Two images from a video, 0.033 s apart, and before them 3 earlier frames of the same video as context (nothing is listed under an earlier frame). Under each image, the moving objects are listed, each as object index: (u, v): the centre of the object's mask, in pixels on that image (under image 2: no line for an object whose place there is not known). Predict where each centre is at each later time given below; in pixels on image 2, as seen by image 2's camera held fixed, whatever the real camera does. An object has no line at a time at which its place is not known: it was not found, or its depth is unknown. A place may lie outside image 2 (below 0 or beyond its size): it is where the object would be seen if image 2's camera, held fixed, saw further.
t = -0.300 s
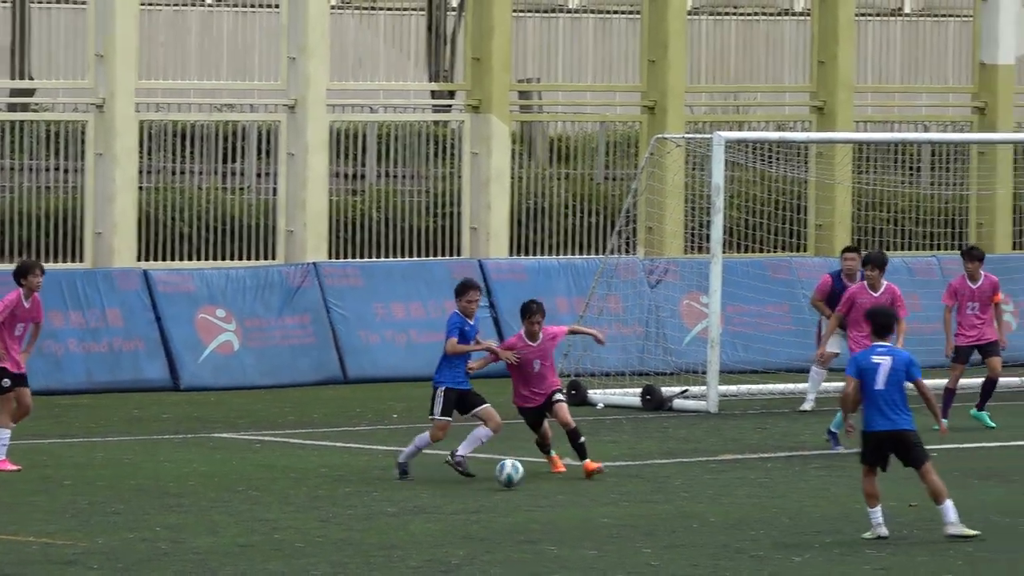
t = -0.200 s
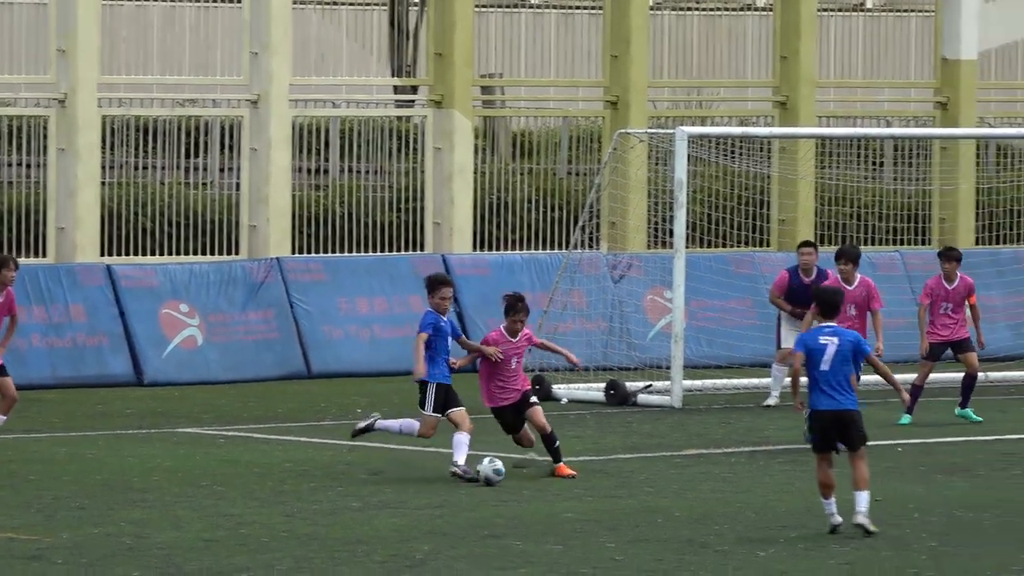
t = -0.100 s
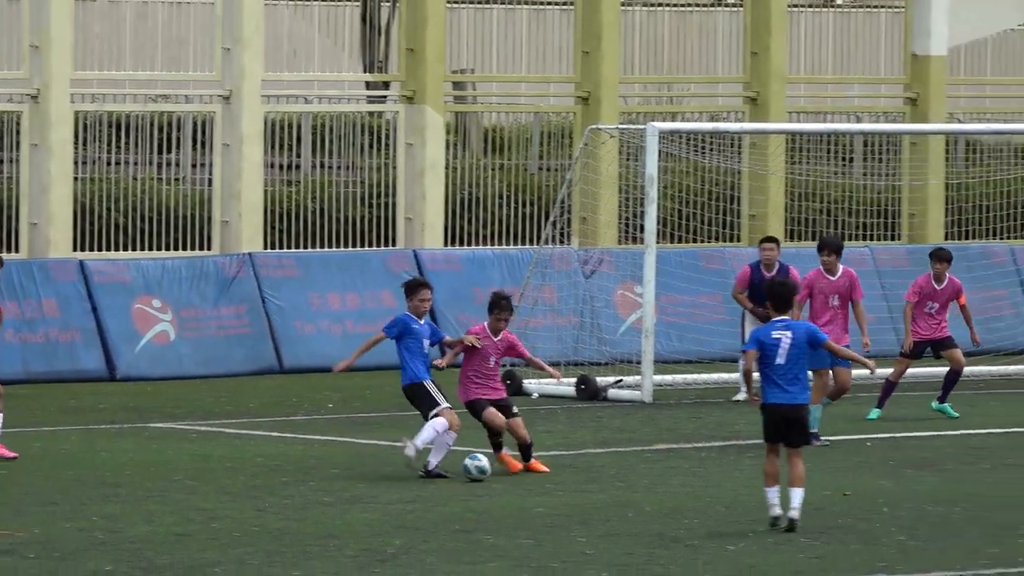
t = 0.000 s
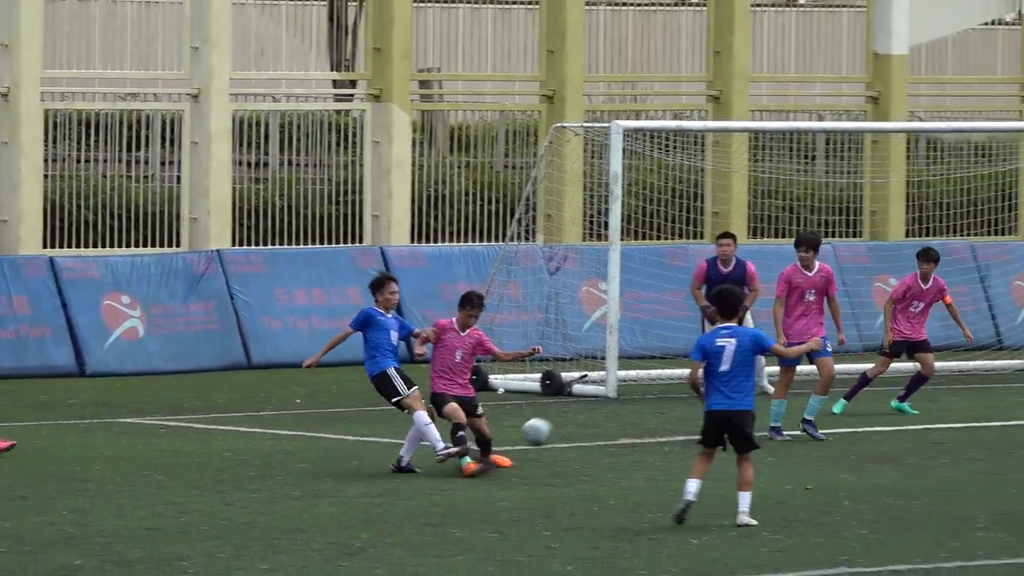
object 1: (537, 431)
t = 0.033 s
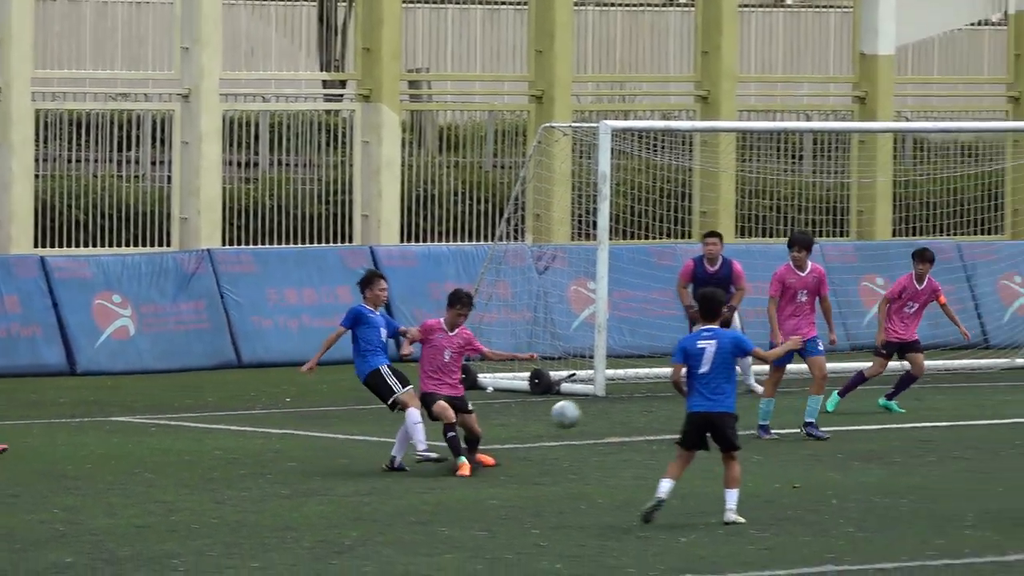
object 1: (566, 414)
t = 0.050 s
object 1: (585, 406)
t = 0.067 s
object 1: (606, 398)
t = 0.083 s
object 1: (625, 392)
